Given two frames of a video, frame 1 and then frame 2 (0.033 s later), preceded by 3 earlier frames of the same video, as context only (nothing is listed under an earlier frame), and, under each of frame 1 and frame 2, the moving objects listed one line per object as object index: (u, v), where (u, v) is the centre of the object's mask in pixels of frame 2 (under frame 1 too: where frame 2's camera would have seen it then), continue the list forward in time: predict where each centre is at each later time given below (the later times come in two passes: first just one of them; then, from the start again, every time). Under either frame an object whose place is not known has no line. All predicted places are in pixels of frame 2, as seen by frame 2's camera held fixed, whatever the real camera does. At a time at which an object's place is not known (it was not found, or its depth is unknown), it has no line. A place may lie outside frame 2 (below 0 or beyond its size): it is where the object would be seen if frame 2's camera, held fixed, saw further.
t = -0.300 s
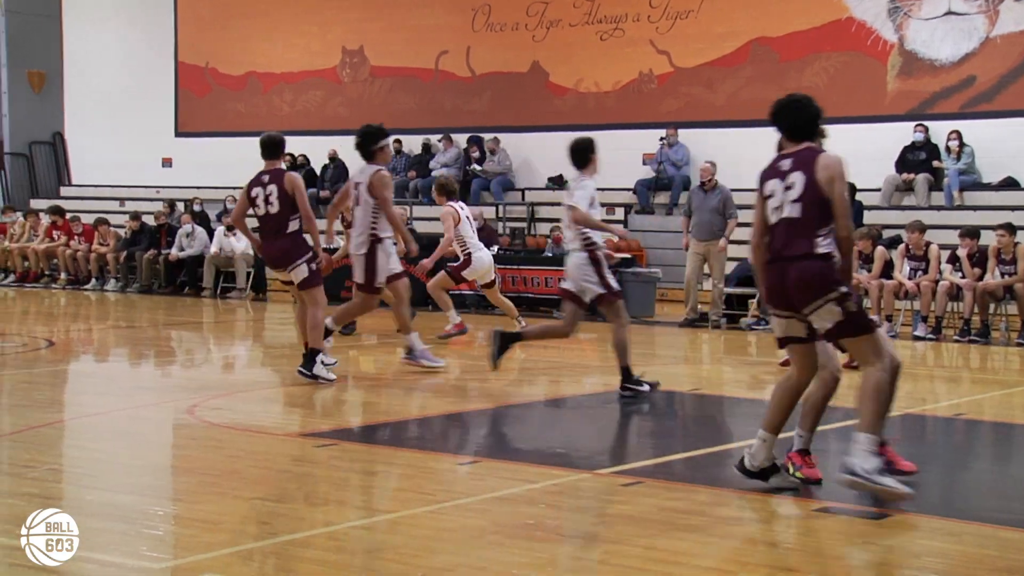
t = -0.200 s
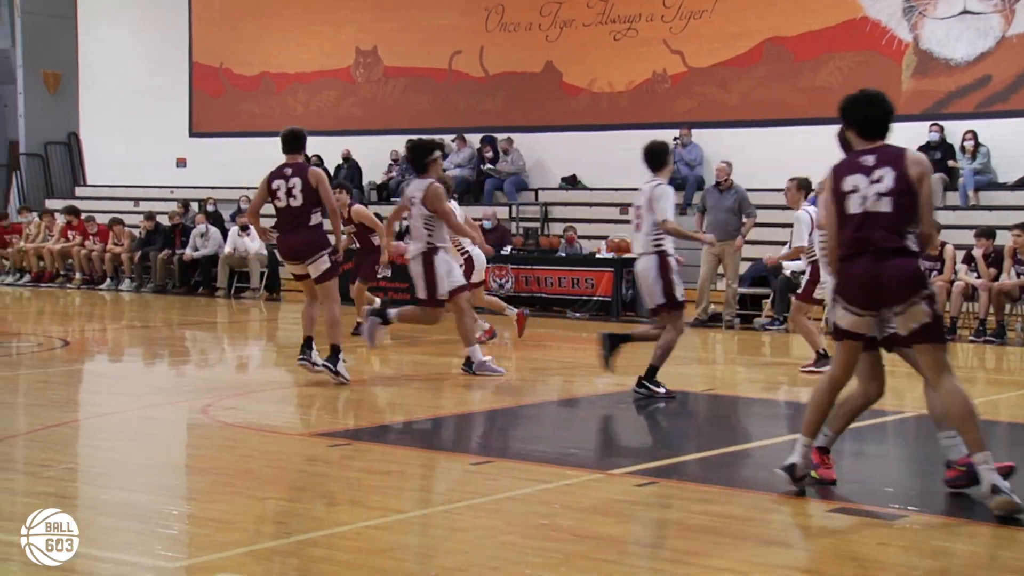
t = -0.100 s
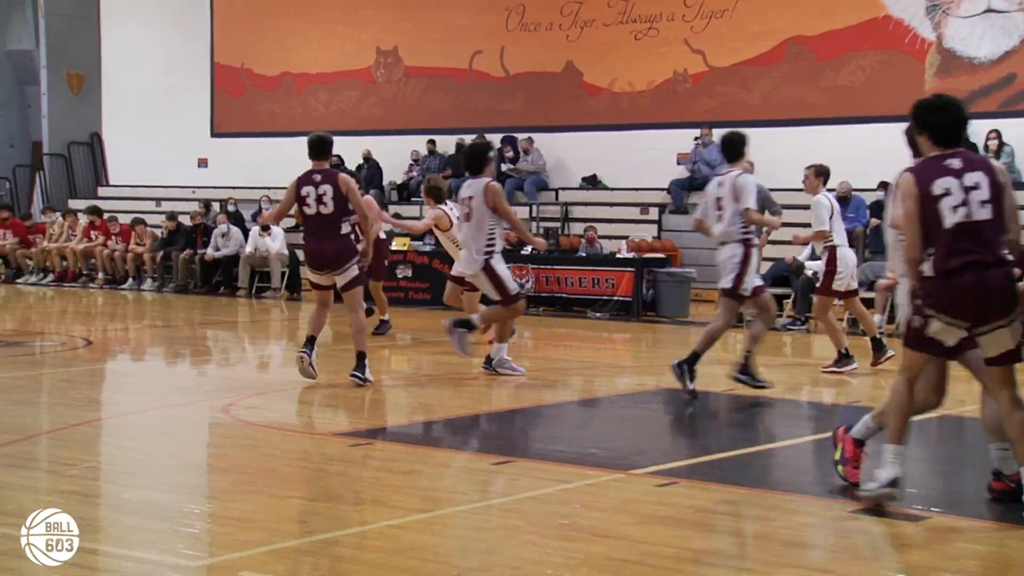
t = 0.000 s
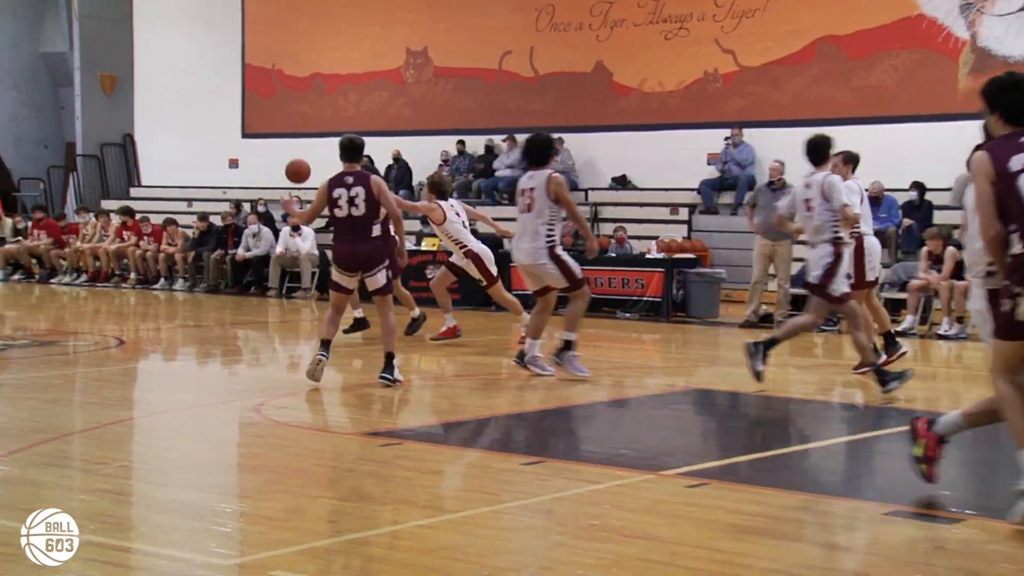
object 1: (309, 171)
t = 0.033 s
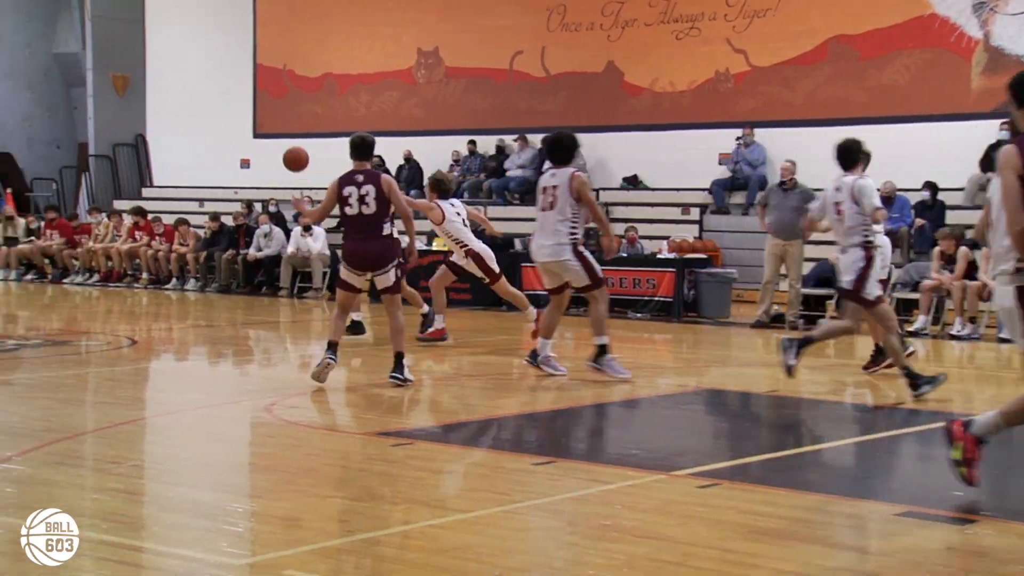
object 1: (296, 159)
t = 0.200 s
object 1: (218, 109)
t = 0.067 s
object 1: (282, 147)
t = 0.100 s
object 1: (267, 136)
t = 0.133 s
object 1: (252, 126)
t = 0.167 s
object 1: (236, 117)
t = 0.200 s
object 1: (218, 109)
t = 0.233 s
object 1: (201, 101)
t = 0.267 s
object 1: (182, 94)
